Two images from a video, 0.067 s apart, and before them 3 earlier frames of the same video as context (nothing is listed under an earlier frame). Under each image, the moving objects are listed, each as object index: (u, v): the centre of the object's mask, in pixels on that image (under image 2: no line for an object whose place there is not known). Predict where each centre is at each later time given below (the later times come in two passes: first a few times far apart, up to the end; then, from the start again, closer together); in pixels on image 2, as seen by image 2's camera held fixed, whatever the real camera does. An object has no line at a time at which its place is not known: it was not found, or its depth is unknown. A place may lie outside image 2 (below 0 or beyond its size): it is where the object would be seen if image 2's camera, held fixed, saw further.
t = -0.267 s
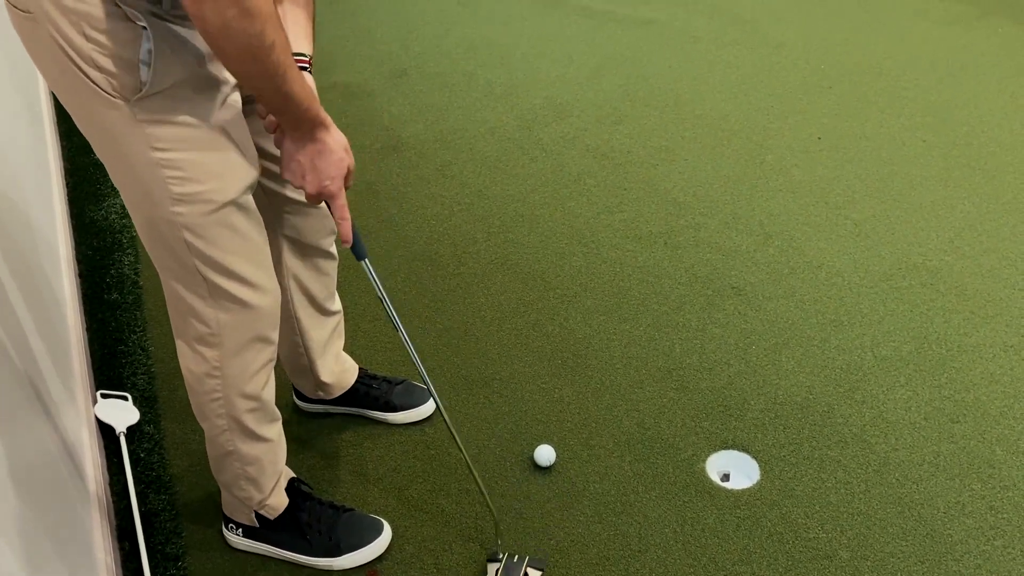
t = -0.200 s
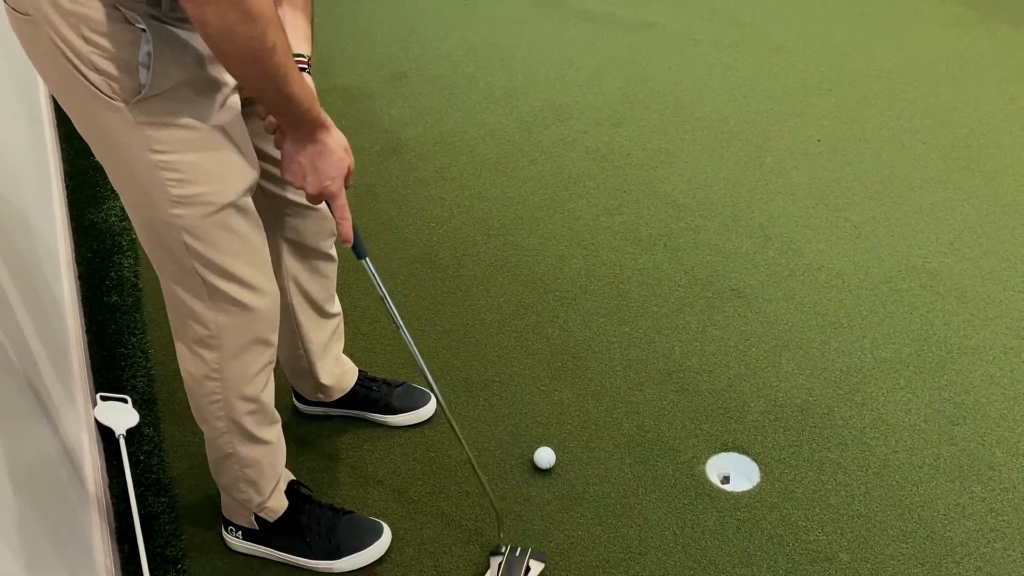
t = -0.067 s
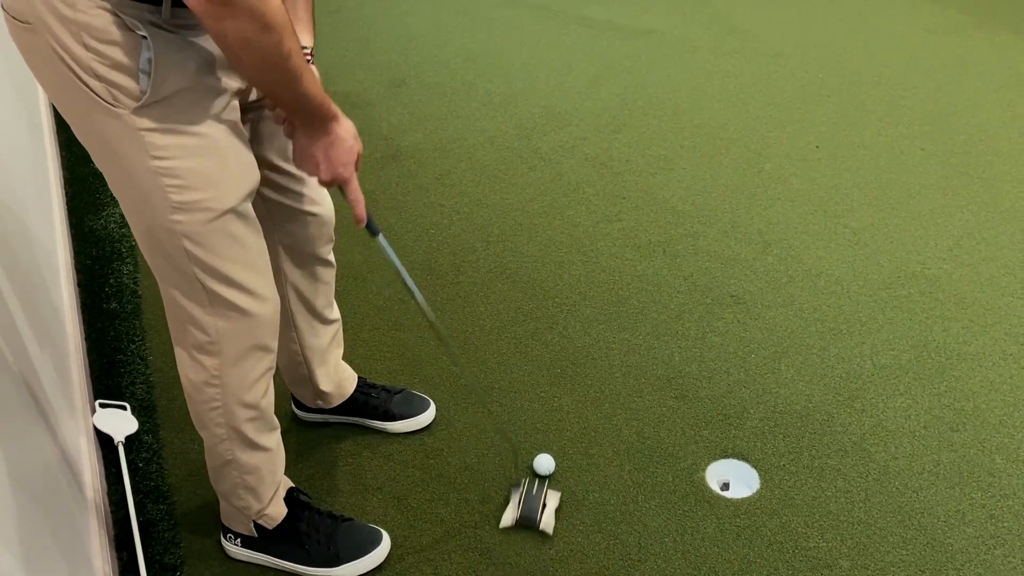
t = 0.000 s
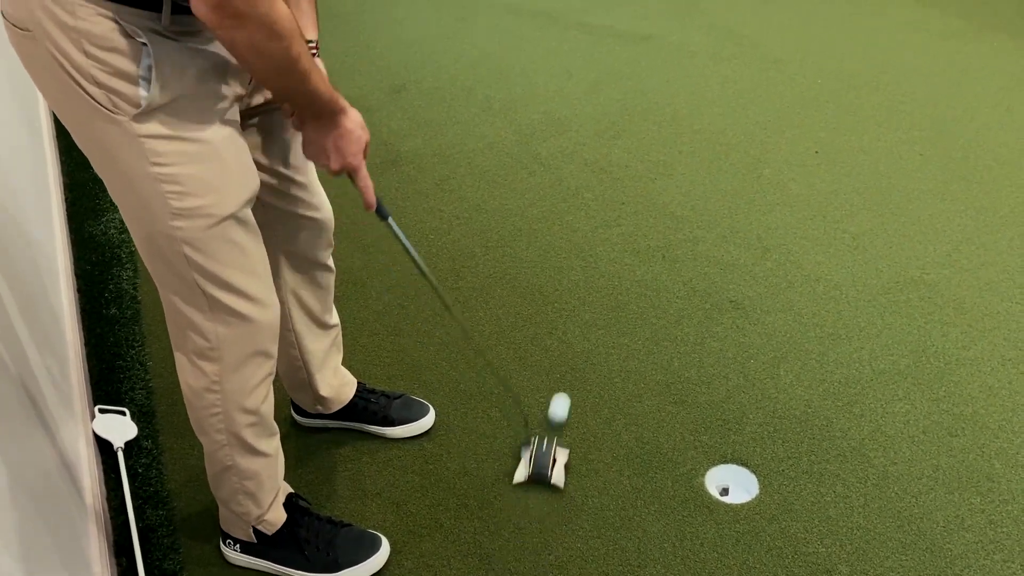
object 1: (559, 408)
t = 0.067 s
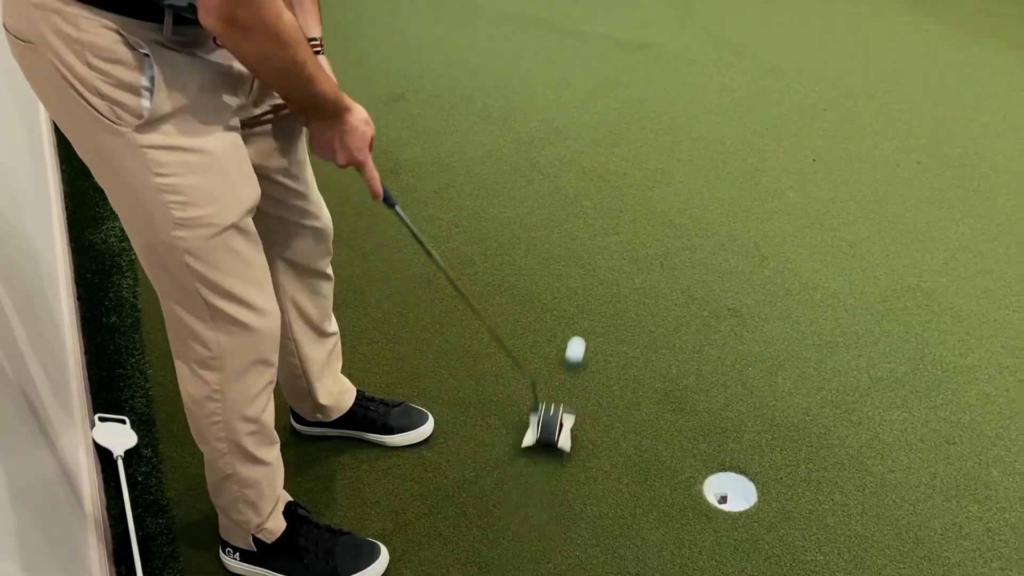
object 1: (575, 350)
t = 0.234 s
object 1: (606, 239)
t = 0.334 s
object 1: (619, 192)
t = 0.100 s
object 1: (583, 323)
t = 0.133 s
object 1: (589, 300)
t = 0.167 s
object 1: (595, 276)
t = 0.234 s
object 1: (606, 239)
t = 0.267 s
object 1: (611, 220)
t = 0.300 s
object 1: (615, 205)
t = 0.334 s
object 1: (619, 192)
